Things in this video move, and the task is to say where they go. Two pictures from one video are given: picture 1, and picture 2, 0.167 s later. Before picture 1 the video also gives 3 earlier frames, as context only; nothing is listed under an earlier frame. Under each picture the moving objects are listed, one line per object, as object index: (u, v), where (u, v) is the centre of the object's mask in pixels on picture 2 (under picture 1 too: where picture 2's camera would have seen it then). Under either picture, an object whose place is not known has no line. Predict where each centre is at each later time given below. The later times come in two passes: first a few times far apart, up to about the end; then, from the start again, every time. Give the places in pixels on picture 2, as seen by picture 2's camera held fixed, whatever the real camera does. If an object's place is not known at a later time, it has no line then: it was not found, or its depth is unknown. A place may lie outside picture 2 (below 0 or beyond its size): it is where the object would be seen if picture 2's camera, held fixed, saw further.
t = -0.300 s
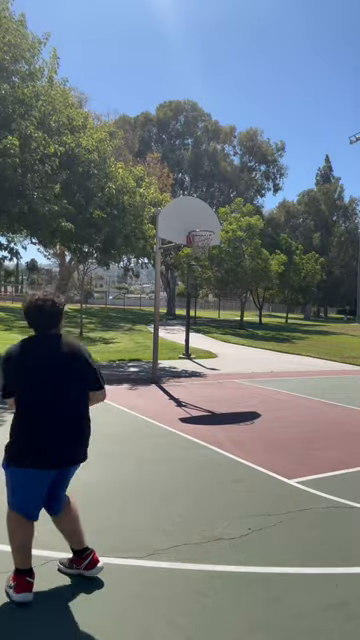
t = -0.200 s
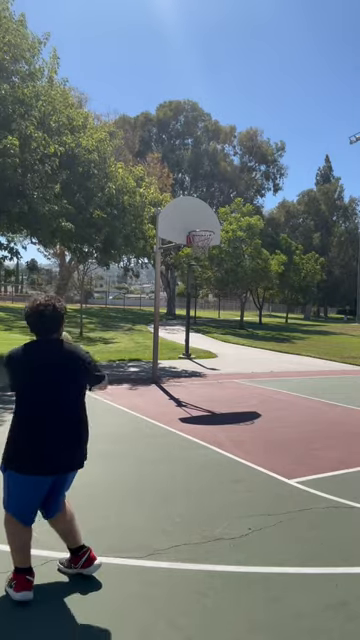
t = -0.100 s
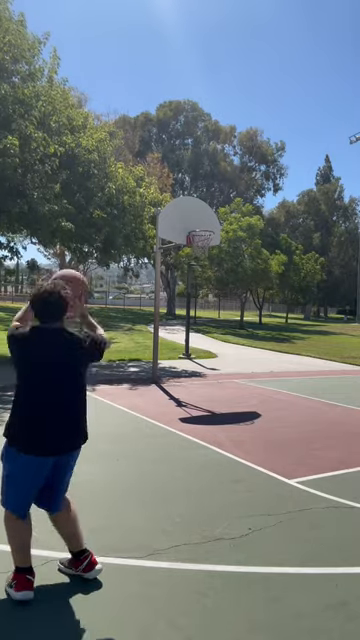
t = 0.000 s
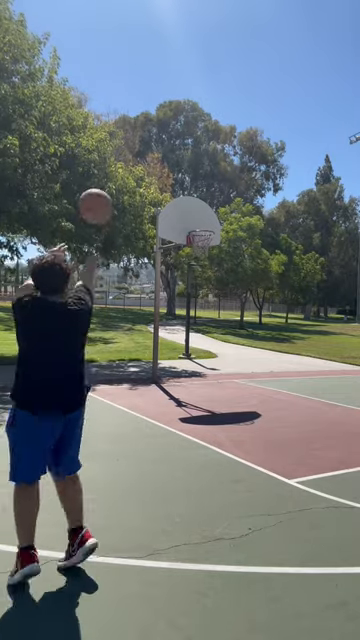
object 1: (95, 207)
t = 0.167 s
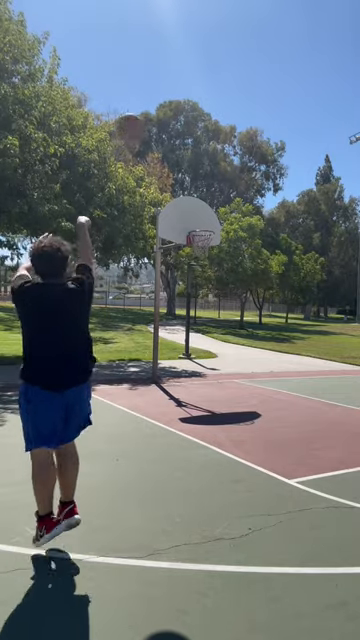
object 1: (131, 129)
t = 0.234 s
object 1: (139, 114)
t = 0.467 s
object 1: (164, 101)
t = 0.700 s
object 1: (180, 130)
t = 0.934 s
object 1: (189, 185)
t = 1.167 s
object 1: (196, 237)
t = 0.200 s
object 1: (134, 118)
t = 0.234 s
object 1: (139, 114)
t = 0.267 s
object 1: (144, 109)
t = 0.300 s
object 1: (148, 104)
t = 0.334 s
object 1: (152, 100)
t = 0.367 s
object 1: (155, 99)
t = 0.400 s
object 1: (159, 99)
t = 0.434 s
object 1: (162, 99)
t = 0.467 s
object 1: (164, 101)
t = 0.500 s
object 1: (167, 102)
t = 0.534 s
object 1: (168, 104)
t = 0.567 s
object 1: (171, 107)
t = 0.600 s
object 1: (174, 109)
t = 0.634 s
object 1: (179, 122)
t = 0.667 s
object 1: (178, 126)
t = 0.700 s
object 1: (180, 130)
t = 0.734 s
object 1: (182, 136)
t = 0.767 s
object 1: (183, 145)
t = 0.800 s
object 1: (185, 152)
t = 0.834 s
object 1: (185, 156)
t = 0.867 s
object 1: (187, 168)
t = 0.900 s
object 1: (188, 176)
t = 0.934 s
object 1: (189, 185)
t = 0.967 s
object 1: (191, 193)
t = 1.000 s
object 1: (192, 203)
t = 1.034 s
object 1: (192, 212)
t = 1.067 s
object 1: (193, 222)
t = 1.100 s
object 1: (195, 231)
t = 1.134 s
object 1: (196, 236)
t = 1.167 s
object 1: (196, 237)
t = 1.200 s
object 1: (201, 244)
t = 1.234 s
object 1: (202, 243)
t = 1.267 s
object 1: (203, 241)
